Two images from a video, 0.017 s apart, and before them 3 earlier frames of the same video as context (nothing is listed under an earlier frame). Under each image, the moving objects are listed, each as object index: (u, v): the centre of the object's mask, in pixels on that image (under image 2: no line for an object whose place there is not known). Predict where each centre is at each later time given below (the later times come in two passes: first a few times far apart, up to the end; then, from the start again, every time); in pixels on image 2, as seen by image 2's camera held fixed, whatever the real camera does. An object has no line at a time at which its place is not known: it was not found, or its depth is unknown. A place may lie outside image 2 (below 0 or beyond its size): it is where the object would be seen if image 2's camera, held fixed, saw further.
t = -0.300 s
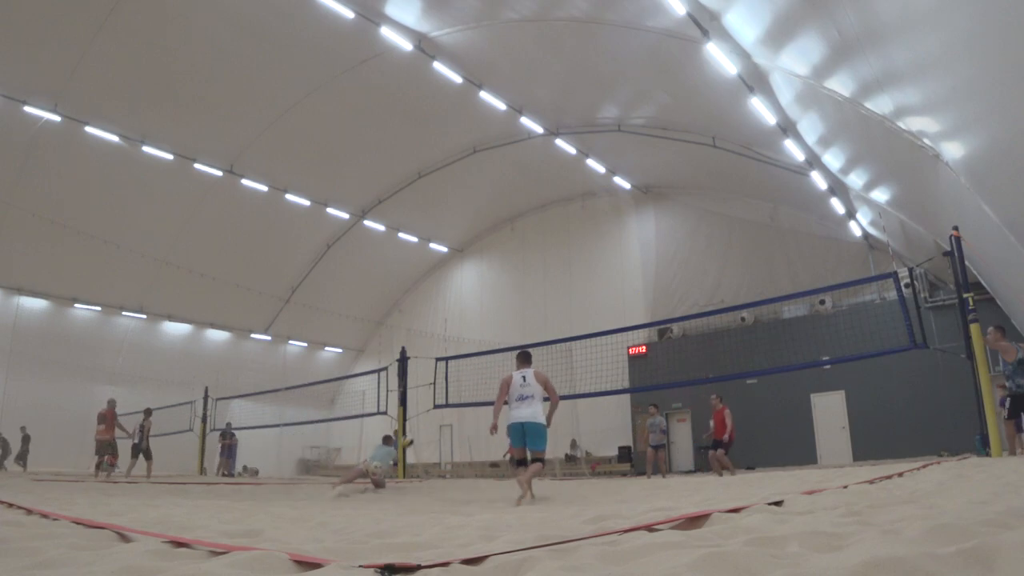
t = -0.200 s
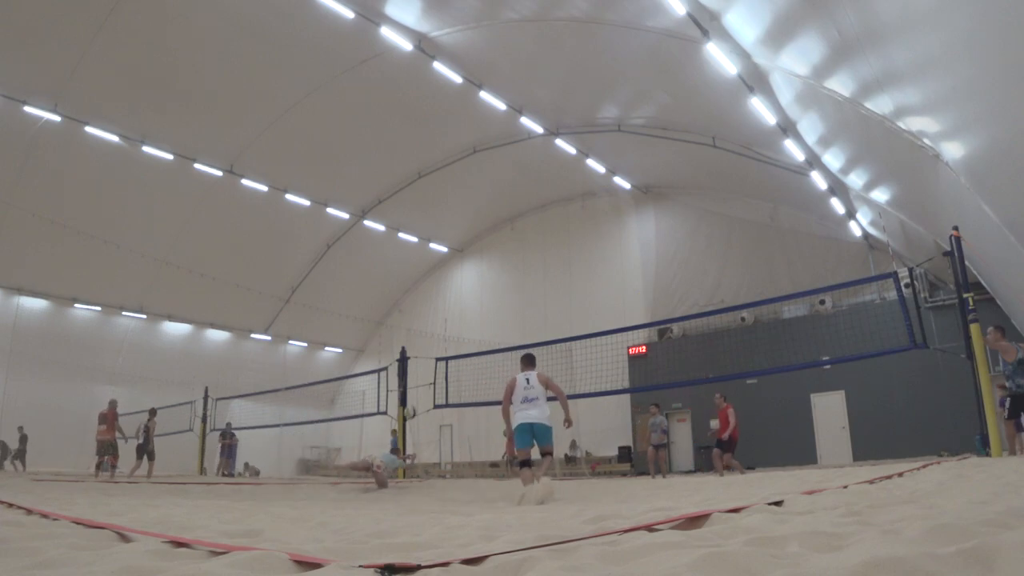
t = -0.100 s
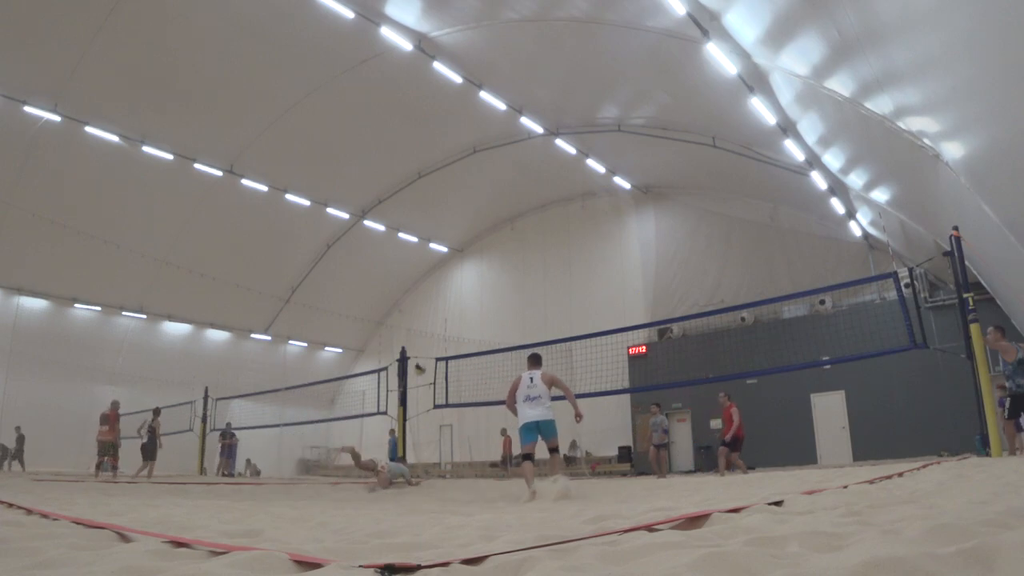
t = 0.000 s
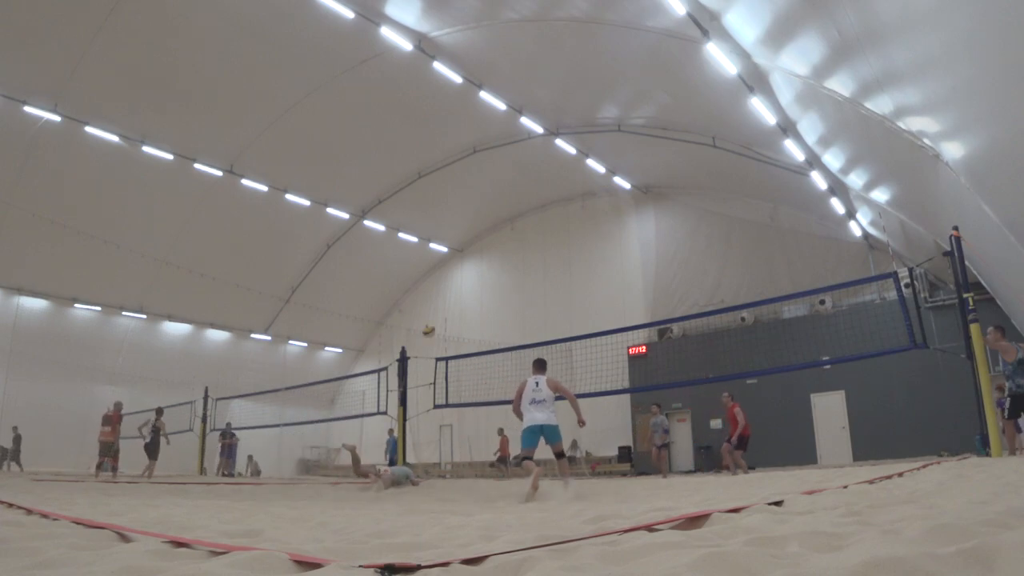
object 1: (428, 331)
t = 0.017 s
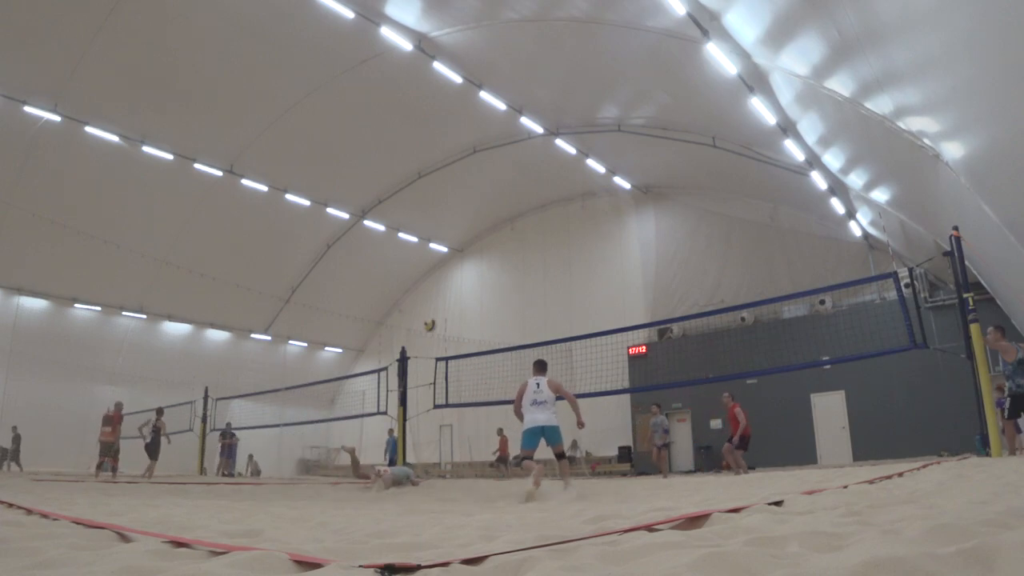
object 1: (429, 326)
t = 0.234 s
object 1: (447, 265)
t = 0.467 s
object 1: (466, 228)
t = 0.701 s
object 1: (485, 223)
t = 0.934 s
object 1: (506, 251)
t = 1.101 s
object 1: (524, 298)
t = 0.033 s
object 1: (431, 320)
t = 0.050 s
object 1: (432, 315)
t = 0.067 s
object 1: (434, 309)
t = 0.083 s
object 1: (435, 305)
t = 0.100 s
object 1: (437, 299)
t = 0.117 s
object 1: (438, 295)
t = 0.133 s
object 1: (440, 290)
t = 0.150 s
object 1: (441, 284)
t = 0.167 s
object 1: (442, 281)
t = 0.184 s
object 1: (444, 277)
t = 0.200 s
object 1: (445, 273)
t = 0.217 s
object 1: (446, 270)
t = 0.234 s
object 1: (447, 265)
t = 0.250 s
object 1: (449, 262)
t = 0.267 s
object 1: (451, 258)
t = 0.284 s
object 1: (452, 255)
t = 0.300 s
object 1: (453, 250)
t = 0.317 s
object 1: (454, 248)
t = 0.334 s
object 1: (455, 246)
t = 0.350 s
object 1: (457, 245)
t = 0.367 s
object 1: (458, 240)
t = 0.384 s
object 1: (460, 239)
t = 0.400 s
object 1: (461, 237)
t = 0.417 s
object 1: (462, 235)
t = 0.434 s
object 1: (463, 232)
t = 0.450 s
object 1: (465, 229)
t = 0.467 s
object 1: (466, 228)
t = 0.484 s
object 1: (467, 228)
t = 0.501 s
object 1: (469, 227)
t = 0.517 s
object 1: (470, 225)
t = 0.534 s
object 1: (471, 224)
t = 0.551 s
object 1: (473, 223)
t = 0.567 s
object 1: (474, 223)
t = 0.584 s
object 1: (475, 222)
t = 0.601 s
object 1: (476, 221)
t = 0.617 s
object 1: (478, 221)
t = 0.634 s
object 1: (480, 222)
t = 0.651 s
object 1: (481, 222)
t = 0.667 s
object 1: (482, 221)
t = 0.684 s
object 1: (483, 222)
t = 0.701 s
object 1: (485, 223)
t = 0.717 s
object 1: (487, 224)
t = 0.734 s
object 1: (488, 224)
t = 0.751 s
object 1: (489, 225)
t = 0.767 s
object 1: (491, 227)
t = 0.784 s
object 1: (492, 229)
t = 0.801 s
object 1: (494, 230)
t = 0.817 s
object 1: (495, 232)
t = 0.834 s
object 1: (496, 234)
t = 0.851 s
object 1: (498, 237)
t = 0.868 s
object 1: (500, 239)
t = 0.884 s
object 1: (501, 242)
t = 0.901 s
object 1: (503, 244)
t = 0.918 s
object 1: (504, 248)
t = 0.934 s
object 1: (506, 251)
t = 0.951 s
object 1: (508, 255)
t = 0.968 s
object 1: (510, 259)
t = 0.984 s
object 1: (511, 262)
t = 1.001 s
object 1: (514, 267)
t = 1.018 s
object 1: (515, 271)
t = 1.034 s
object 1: (517, 276)
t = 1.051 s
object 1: (519, 280)
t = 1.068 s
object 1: (520, 286)
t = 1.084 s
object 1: (522, 291)
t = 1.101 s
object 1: (524, 298)
